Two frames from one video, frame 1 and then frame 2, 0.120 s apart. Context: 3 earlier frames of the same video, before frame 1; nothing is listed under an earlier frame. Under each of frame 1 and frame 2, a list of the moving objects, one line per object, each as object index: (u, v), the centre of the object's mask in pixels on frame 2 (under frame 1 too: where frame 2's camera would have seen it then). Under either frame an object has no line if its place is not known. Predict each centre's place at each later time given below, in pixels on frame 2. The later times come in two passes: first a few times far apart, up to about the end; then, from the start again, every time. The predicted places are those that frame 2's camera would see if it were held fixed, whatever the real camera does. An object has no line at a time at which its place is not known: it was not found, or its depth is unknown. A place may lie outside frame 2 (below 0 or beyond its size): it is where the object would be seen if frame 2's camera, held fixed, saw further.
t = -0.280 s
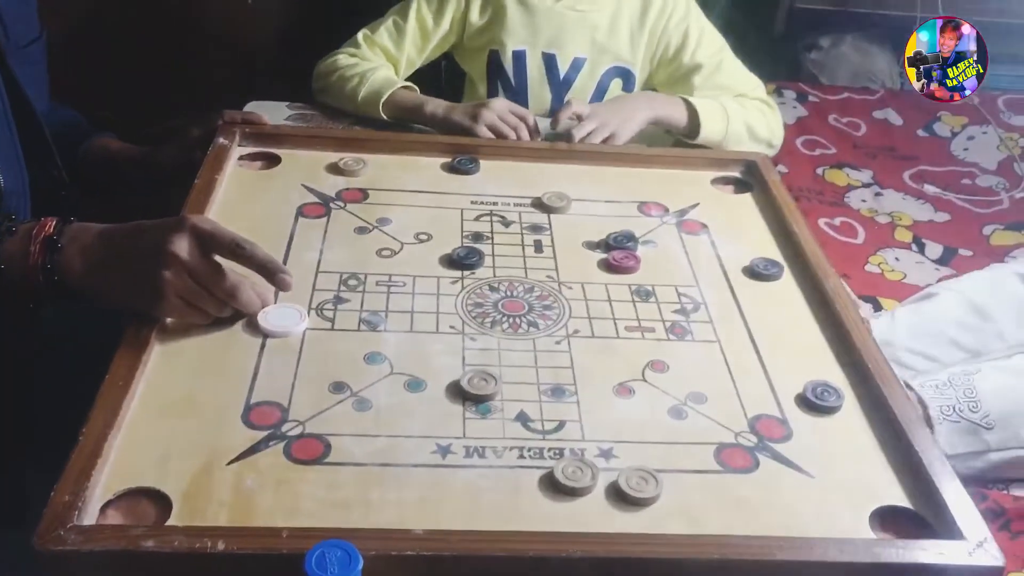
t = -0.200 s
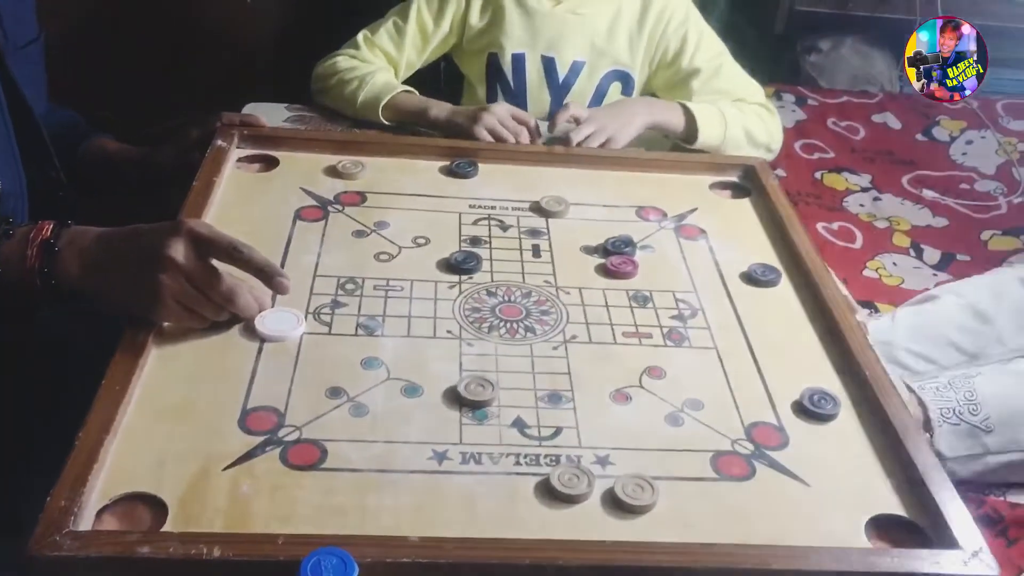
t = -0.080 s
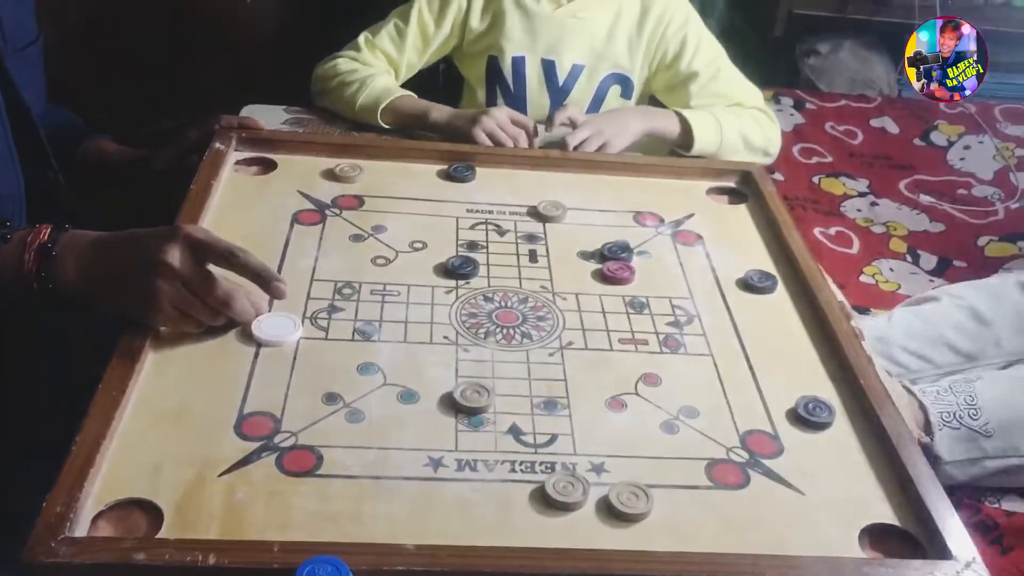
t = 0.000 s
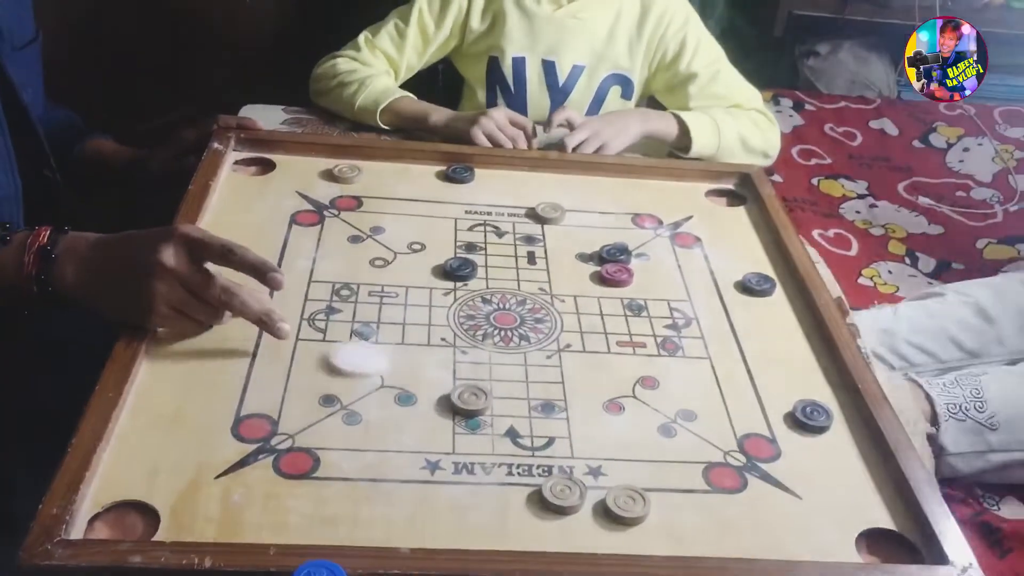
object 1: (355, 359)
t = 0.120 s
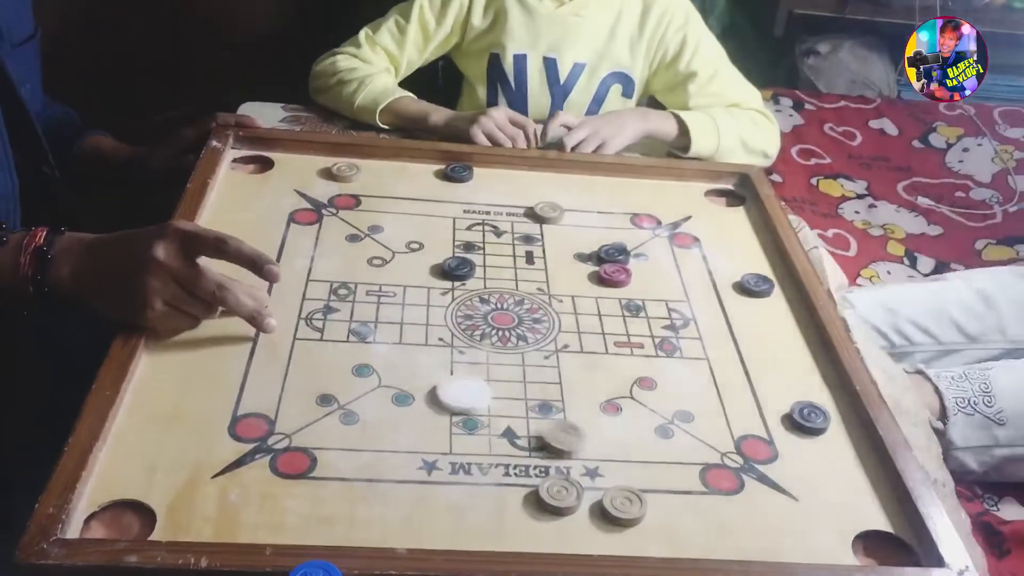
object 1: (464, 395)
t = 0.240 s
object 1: (519, 412)
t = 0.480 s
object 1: (610, 446)
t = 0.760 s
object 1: (676, 470)
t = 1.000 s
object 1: (693, 477)
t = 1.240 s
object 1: (693, 477)
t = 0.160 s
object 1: (489, 403)
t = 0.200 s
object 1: (503, 406)
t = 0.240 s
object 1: (519, 412)
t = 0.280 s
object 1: (539, 418)
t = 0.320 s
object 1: (553, 422)
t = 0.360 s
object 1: (570, 429)
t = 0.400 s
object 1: (582, 435)
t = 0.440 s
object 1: (595, 438)
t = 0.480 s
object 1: (610, 446)
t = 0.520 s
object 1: (621, 448)
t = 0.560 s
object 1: (632, 452)
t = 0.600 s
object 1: (644, 457)
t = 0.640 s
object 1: (652, 461)
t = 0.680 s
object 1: (663, 465)
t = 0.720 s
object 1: (670, 468)
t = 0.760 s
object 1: (676, 470)
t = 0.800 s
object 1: (684, 472)
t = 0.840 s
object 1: (687, 474)
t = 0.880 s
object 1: (691, 476)
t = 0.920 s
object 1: (692, 476)
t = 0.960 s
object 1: (692, 477)
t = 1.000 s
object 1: (693, 477)
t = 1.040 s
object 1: (693, 477)
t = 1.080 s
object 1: (693, 477)
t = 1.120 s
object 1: (693, 477)
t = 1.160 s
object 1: (693, 478)
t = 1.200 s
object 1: (693, 477)
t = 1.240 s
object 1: (693, 477)
